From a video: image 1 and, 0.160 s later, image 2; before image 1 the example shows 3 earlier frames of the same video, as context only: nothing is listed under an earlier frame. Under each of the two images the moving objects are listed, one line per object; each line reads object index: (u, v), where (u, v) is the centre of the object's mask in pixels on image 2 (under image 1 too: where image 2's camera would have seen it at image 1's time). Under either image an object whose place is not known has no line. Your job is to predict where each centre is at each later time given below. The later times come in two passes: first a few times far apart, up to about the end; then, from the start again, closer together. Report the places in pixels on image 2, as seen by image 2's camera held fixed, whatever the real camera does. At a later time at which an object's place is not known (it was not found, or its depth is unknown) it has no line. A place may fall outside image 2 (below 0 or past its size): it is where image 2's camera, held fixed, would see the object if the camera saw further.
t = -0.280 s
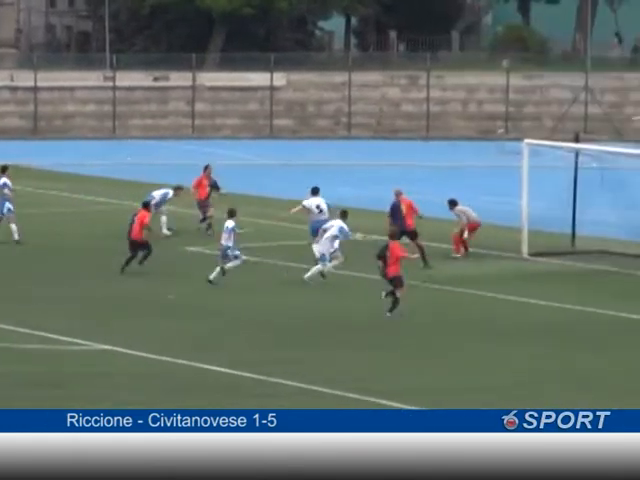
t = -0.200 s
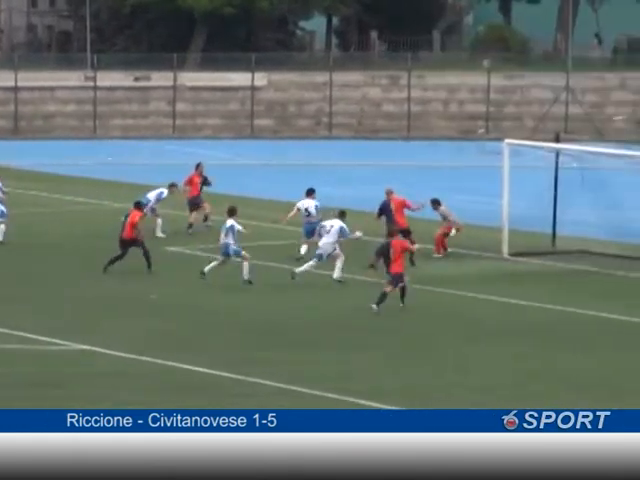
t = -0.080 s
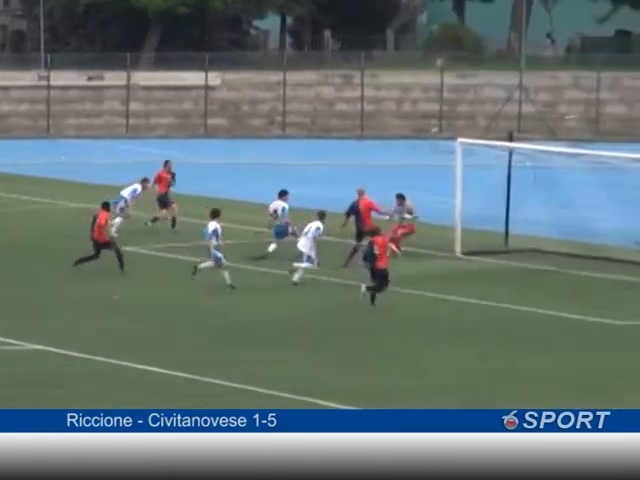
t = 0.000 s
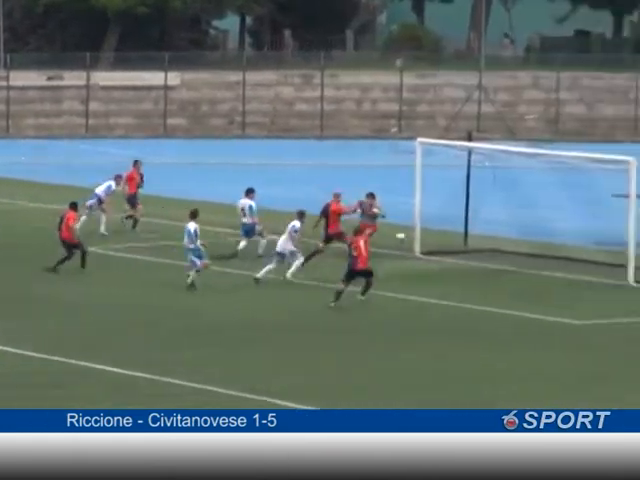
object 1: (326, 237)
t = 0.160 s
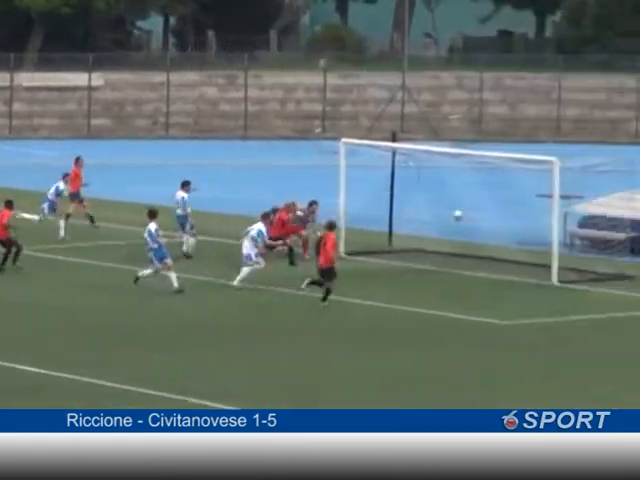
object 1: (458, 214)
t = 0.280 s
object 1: (541, 207)
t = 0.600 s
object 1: (511, 238)
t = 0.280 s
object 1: (541, 207)
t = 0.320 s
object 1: (547, 208)
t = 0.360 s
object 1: (546, 211)
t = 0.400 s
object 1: (543, 214)
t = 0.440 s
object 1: (538, 218)
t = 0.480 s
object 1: (531, 222)
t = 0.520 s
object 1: (525, 227)
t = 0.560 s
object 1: (517, 232)
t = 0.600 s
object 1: (511, 238)
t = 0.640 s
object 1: (503, 245)
